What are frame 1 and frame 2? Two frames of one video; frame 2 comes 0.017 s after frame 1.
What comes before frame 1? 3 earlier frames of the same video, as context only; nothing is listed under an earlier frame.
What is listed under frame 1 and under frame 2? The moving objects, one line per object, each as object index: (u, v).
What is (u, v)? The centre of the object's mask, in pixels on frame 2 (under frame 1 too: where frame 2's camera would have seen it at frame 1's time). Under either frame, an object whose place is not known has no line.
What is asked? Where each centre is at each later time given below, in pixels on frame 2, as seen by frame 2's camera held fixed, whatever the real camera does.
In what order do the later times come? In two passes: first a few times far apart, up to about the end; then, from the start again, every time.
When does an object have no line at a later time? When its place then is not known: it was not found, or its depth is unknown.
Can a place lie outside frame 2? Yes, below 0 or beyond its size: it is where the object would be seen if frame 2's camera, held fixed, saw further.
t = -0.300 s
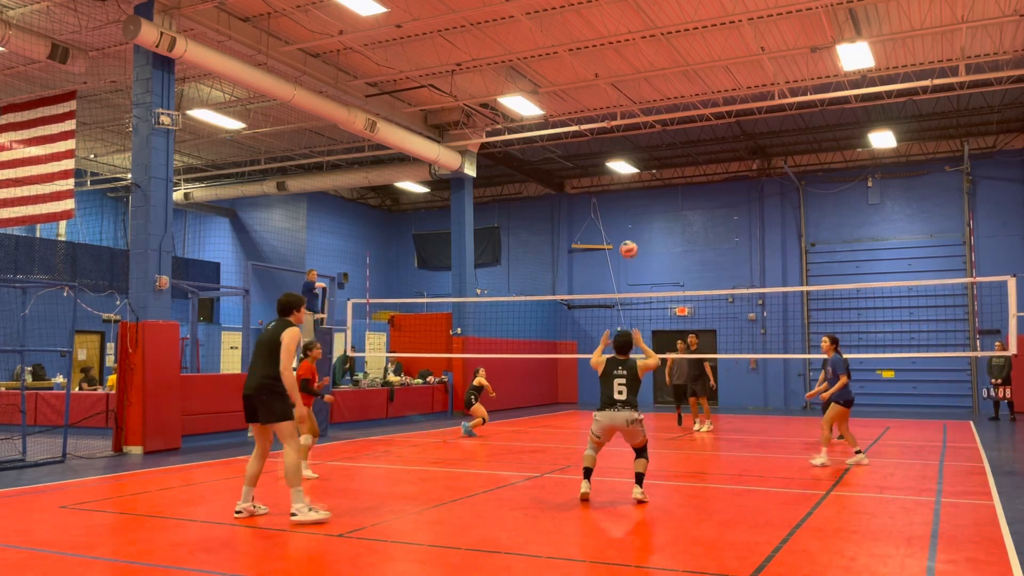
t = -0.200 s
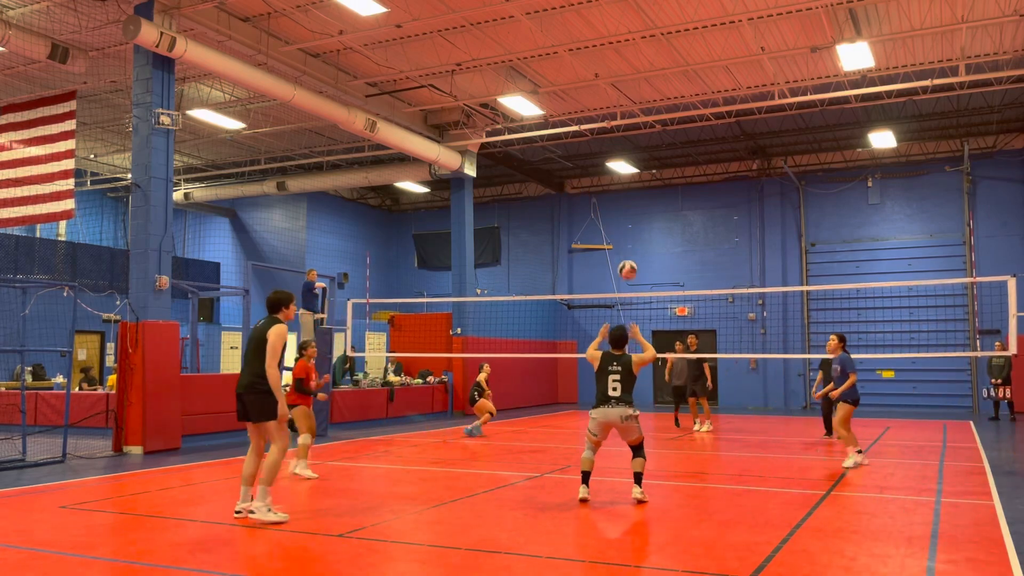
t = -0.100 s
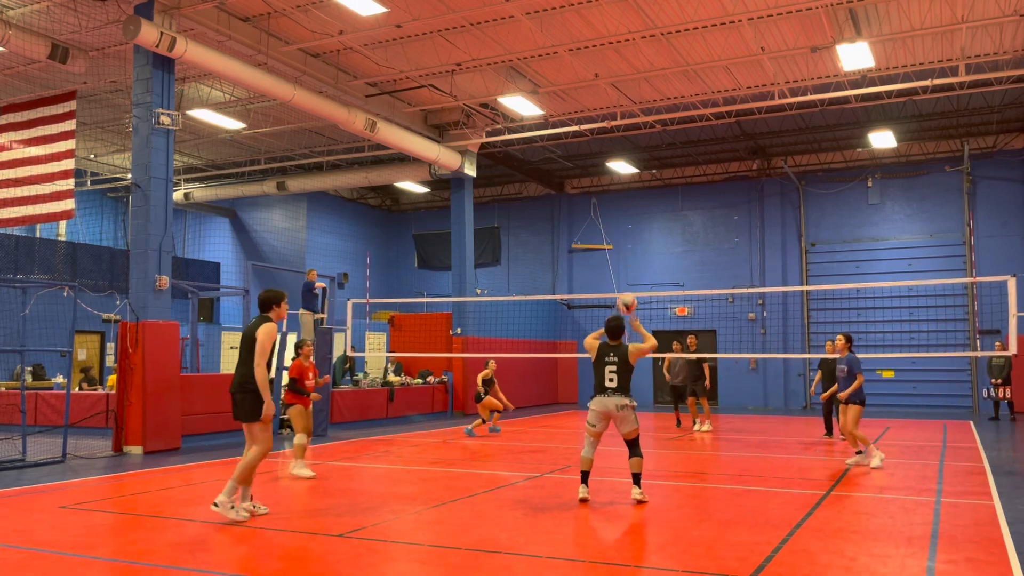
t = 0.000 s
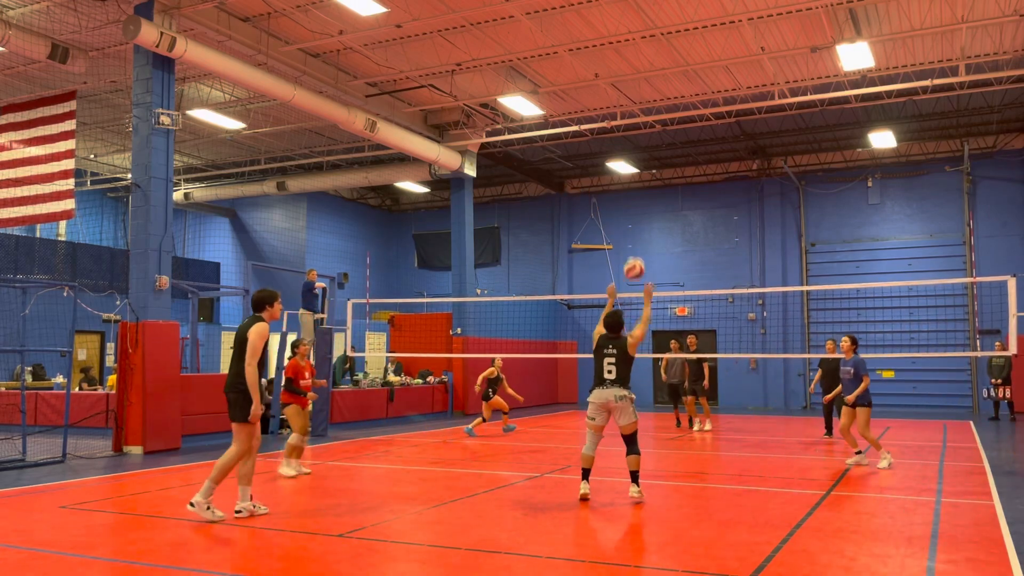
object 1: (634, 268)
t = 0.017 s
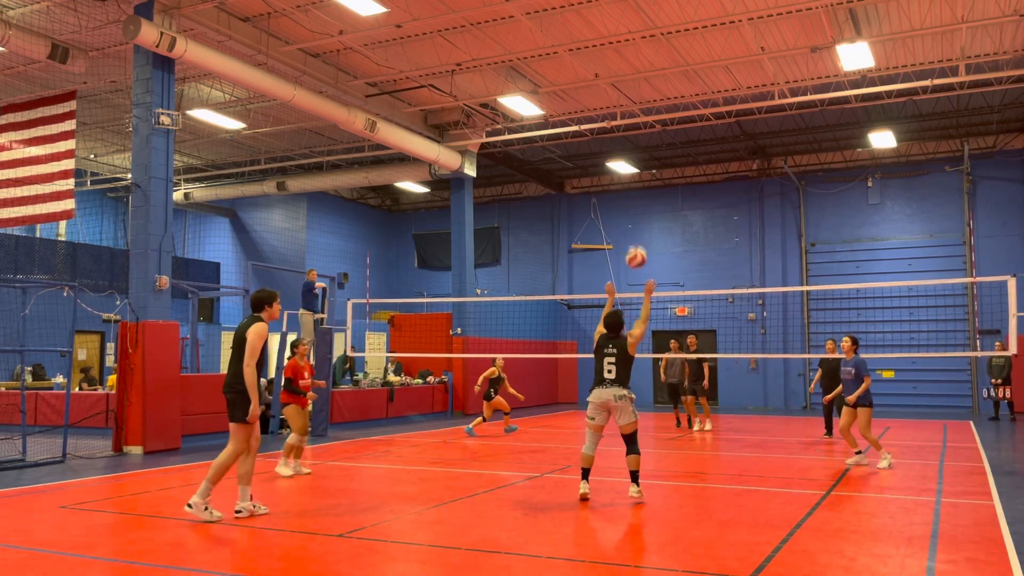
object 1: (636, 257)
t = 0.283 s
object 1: (667, 127)
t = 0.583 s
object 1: (698, 72)
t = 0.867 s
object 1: (725, 95)
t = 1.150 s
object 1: (752, 181)
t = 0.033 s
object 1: (638, 246)
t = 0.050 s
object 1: (640, 236)
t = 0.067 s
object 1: (642, 226)
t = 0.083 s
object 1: (644, 216)
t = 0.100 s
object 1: (646, 207)
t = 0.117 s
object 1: (648, 199)
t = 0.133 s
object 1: (650, 190)
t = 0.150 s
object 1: (652, 182)
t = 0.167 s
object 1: (654, 174)
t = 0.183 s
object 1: (656, 166)
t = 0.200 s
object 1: (658, 159)
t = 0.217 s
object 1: (660, 152)
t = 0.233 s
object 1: (662, 145)
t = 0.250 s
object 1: (664, 139)
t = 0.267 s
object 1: (665, 133)
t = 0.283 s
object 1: (667, 127)
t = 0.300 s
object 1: (669, 122)
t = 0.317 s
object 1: (671, 116)
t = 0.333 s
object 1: (673, 112)
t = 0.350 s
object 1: (675, 107)
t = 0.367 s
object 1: (676, 103)
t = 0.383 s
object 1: (678, 99)
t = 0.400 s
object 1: (679, 95)
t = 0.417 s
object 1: (681, 92)
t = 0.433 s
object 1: (683, 89)
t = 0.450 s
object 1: (685, 86)
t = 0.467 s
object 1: (686, 84)
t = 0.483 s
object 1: (688, 81)
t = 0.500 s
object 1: (690, 79)
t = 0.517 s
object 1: (691, 77)
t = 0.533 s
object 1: (693, 75)
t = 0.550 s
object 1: (695, 74)
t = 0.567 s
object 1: (696, 73)
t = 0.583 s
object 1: (698, 72)
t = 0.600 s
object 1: (699, 71)
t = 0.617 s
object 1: (701, 71)
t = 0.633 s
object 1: (703, 71)
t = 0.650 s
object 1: (705, 71)
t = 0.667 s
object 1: (706, 72)
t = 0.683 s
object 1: (708, 72)
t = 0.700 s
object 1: (709, 73)
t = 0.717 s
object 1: (711, 74)
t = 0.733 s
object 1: (712, 76)
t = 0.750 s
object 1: (714, 78)
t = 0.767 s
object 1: (715, 80)
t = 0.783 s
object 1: (717, 82)
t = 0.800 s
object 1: (718, 84)
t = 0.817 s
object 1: (720, 86)
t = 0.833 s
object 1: (722, 89)
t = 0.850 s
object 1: (724, 93)
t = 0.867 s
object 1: (725, 95)
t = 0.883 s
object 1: (727, 98)
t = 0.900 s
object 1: (729, 101)
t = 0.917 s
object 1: (730, 105)
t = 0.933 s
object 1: (732, 110)
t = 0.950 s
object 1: (733, 114)
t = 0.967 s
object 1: (735, 119)
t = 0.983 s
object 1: (736, 124)
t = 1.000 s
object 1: (738, 128)
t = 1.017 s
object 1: (739, 133)
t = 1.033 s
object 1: (741, 139)
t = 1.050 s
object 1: (742, 144)
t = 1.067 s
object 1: (744, 149)
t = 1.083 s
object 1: (745, 155)
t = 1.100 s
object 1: (747, 161)
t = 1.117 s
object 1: (748, 168)
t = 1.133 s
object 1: (750, 174)
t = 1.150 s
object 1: (752, 181)
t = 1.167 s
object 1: (753, 187)
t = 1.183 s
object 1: (755, 194)
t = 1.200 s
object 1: (756, 202)
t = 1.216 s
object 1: (758, 209)
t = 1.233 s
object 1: (760, 216)
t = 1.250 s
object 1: (761, 224)
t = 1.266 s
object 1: (763, 232)
